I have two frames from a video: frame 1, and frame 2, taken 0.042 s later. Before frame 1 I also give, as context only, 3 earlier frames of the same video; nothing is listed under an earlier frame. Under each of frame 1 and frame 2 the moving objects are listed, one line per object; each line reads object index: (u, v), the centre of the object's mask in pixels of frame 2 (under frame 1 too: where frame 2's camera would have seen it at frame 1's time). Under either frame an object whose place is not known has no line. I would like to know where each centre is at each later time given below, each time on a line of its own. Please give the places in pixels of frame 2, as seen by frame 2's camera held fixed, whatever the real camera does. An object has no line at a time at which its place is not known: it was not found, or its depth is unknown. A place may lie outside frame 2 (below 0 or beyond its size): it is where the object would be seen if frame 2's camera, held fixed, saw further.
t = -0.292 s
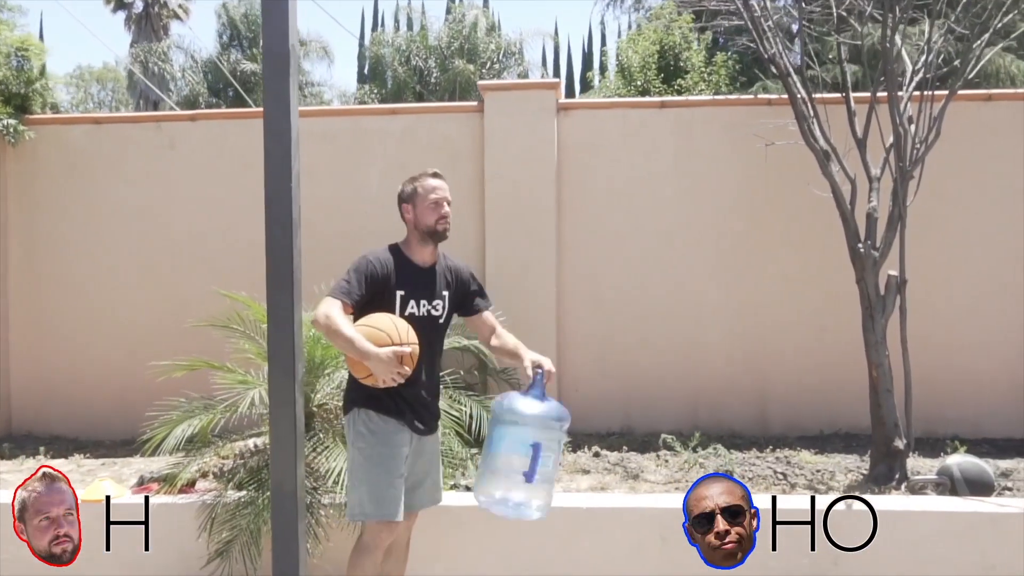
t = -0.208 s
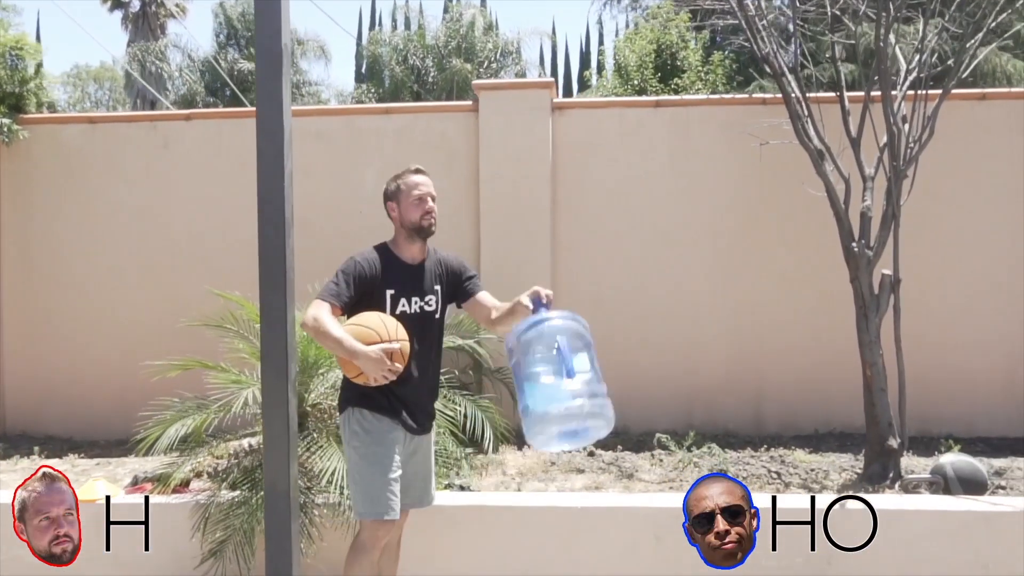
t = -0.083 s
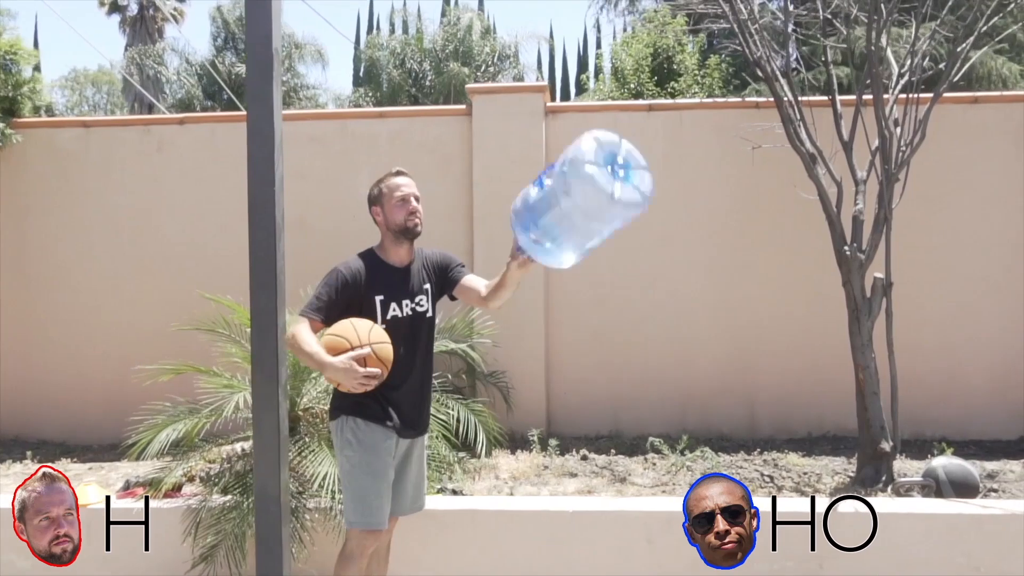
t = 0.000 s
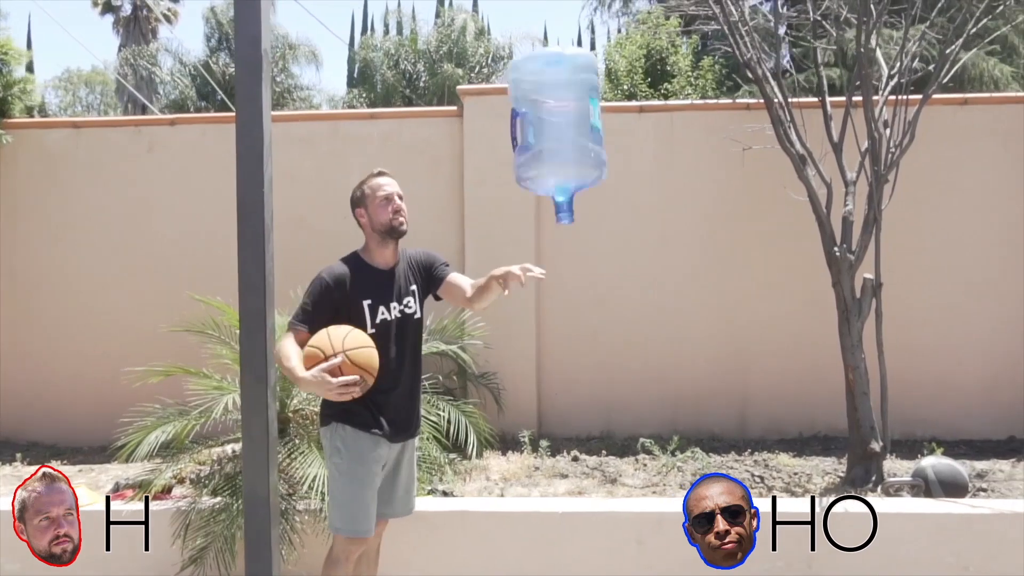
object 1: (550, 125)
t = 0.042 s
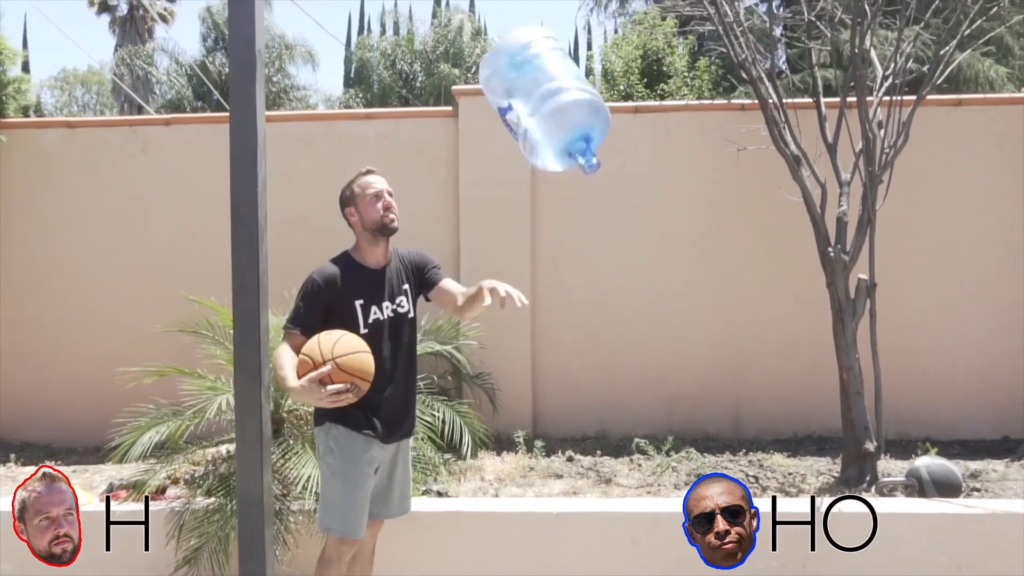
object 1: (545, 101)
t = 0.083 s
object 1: (542, 85)
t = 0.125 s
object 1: (542, 76)
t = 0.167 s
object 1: (544, 73)
